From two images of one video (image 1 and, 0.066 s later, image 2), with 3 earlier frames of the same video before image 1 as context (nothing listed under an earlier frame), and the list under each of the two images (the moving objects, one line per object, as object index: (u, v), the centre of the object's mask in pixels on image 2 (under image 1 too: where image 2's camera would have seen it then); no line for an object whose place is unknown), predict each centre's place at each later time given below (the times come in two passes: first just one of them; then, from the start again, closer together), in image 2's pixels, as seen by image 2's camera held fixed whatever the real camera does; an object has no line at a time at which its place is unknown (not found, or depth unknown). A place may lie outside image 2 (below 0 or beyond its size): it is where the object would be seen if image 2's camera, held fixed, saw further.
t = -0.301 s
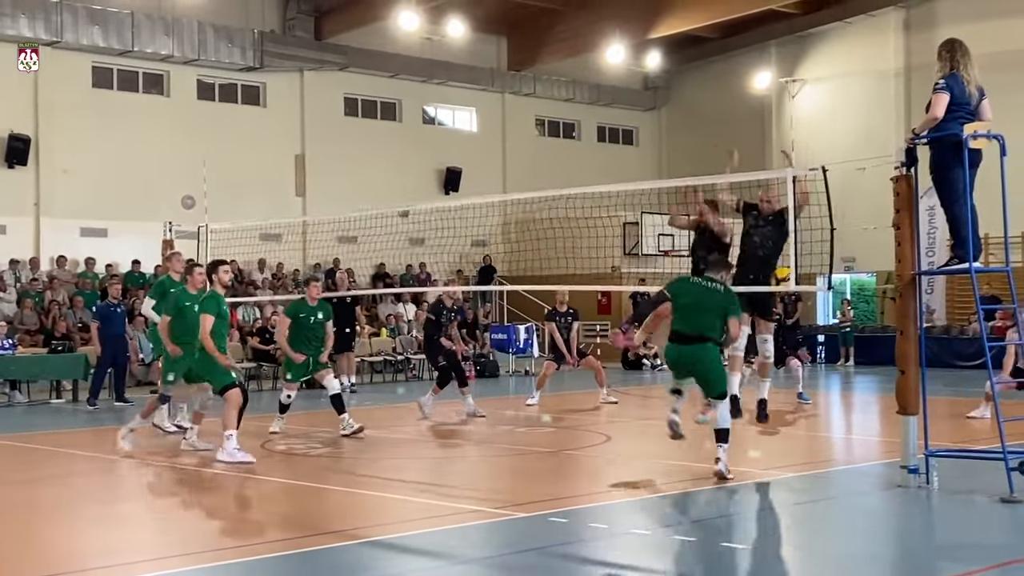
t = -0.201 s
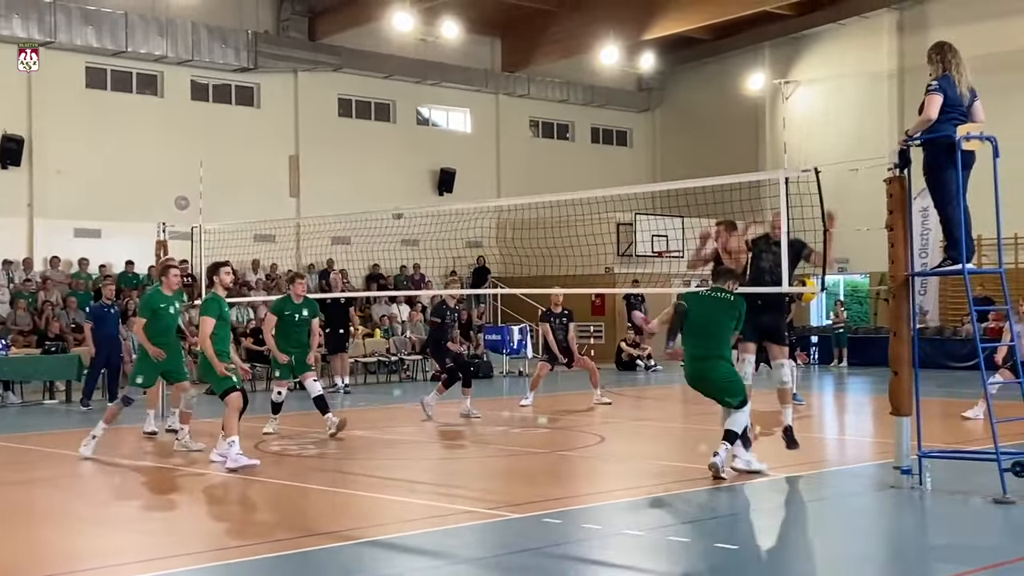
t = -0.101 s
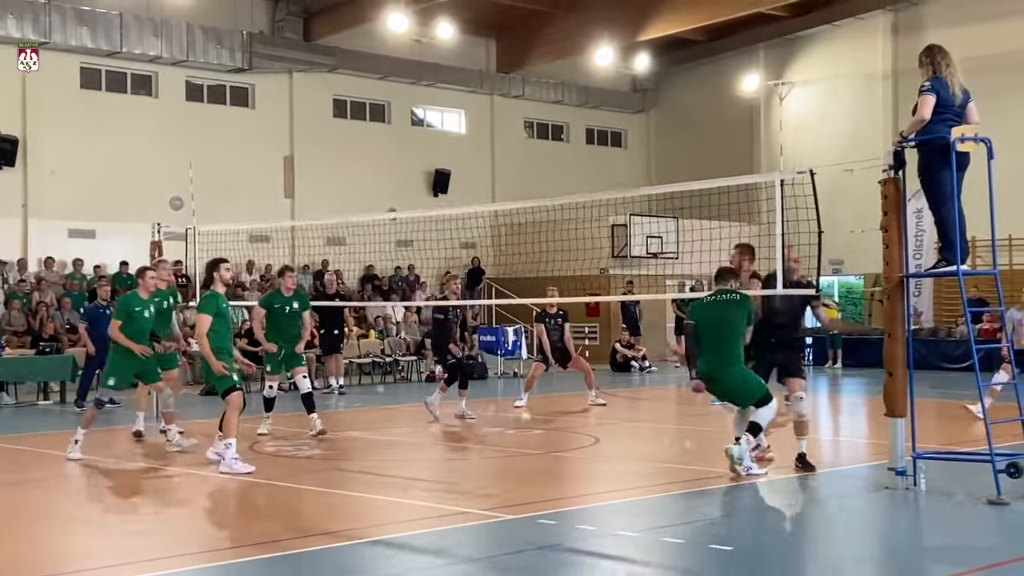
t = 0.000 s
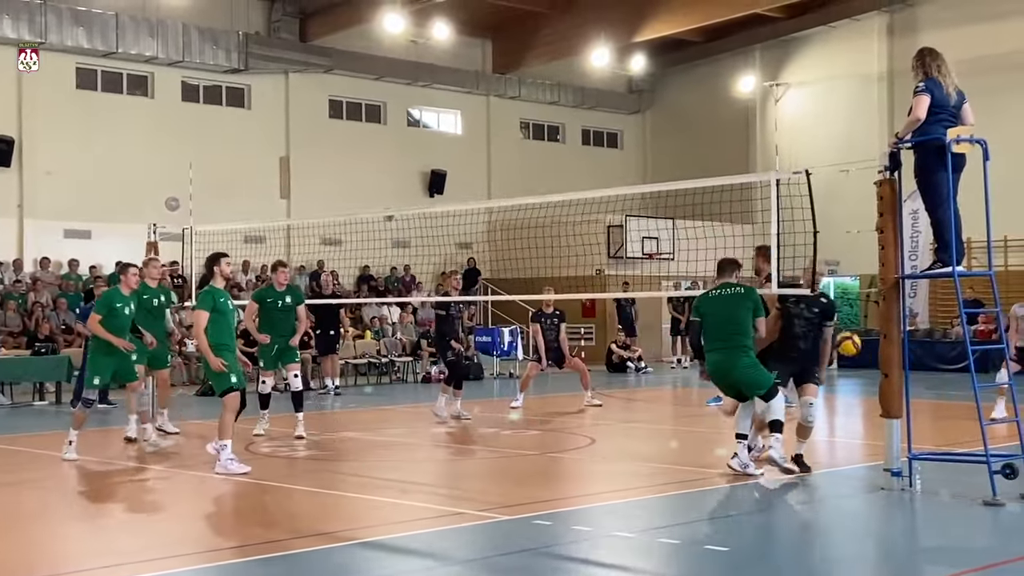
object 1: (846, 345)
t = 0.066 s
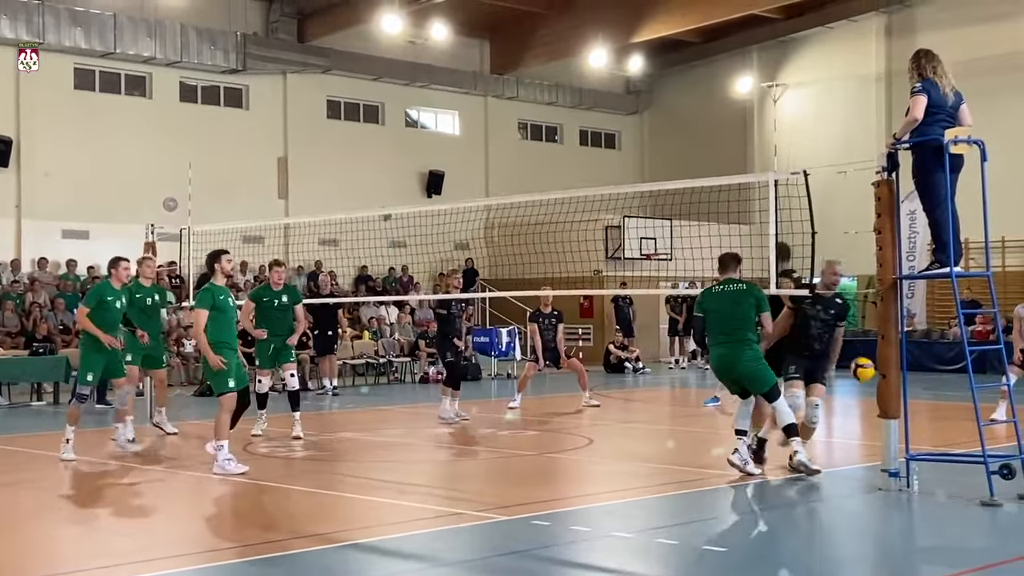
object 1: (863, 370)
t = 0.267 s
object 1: (912, 428)
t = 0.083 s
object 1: (867, 377)
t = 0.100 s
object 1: (869, 383)
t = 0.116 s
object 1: (871, 389)
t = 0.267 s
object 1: (912, 428)
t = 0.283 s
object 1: (916, 421)
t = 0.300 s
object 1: (919, 413)
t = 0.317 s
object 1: (924, 406)
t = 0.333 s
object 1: (926, 400)
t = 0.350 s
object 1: (930, 393)
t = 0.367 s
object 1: (934, 388)
